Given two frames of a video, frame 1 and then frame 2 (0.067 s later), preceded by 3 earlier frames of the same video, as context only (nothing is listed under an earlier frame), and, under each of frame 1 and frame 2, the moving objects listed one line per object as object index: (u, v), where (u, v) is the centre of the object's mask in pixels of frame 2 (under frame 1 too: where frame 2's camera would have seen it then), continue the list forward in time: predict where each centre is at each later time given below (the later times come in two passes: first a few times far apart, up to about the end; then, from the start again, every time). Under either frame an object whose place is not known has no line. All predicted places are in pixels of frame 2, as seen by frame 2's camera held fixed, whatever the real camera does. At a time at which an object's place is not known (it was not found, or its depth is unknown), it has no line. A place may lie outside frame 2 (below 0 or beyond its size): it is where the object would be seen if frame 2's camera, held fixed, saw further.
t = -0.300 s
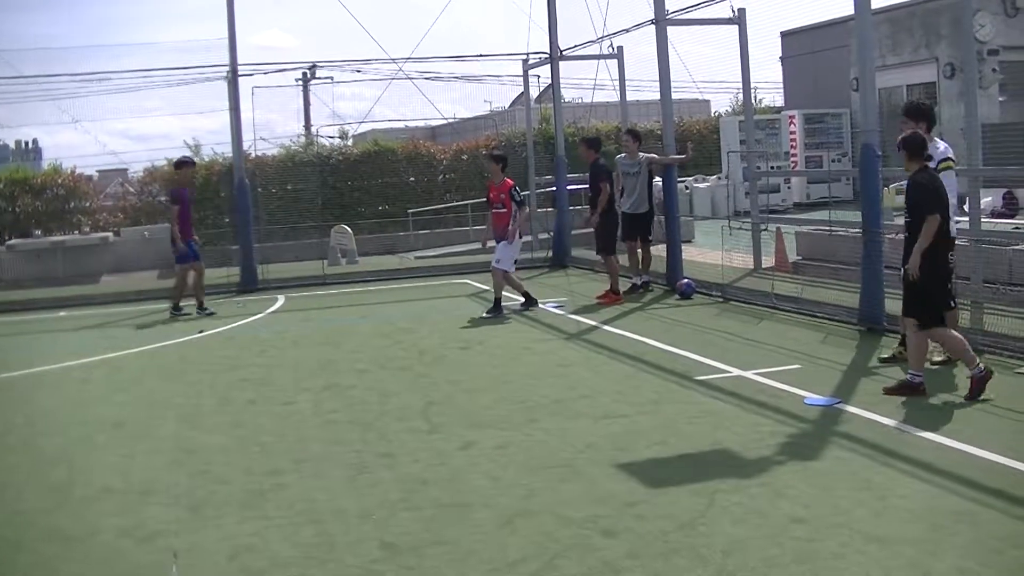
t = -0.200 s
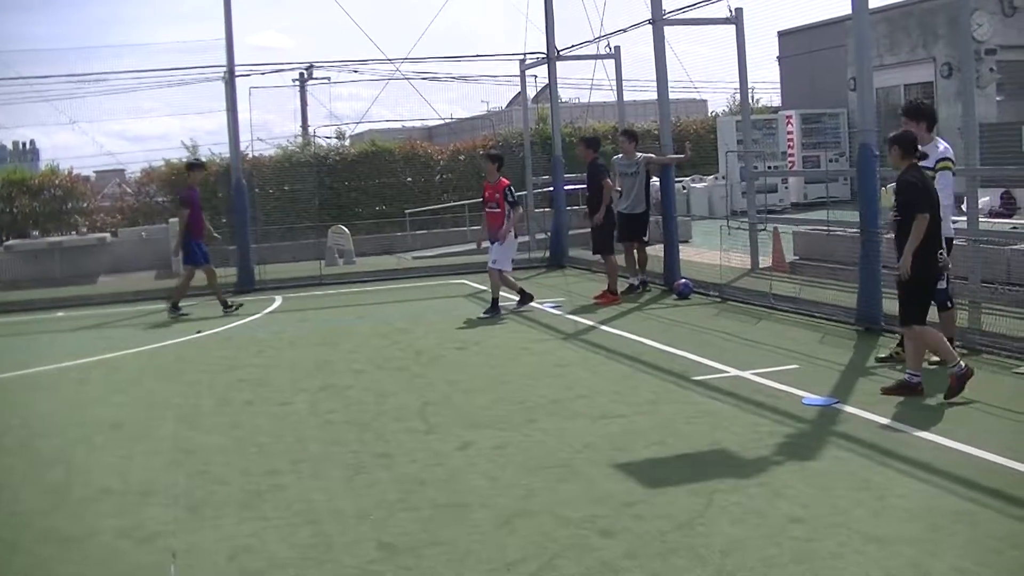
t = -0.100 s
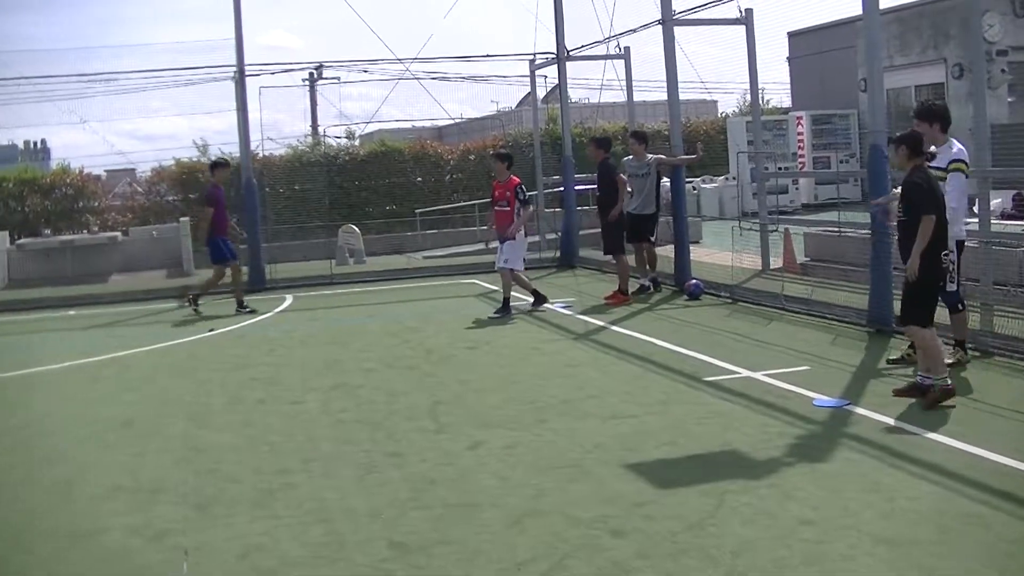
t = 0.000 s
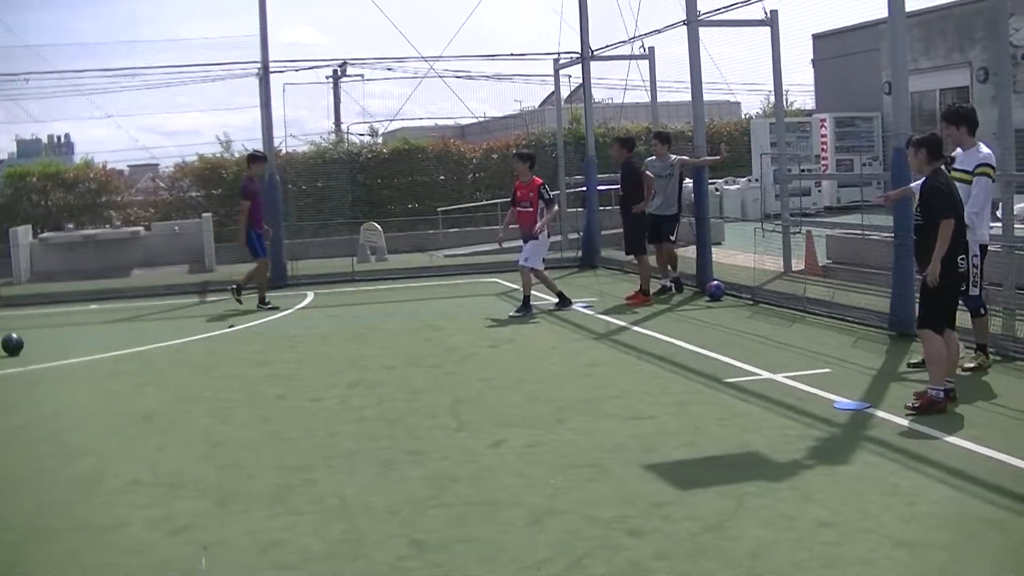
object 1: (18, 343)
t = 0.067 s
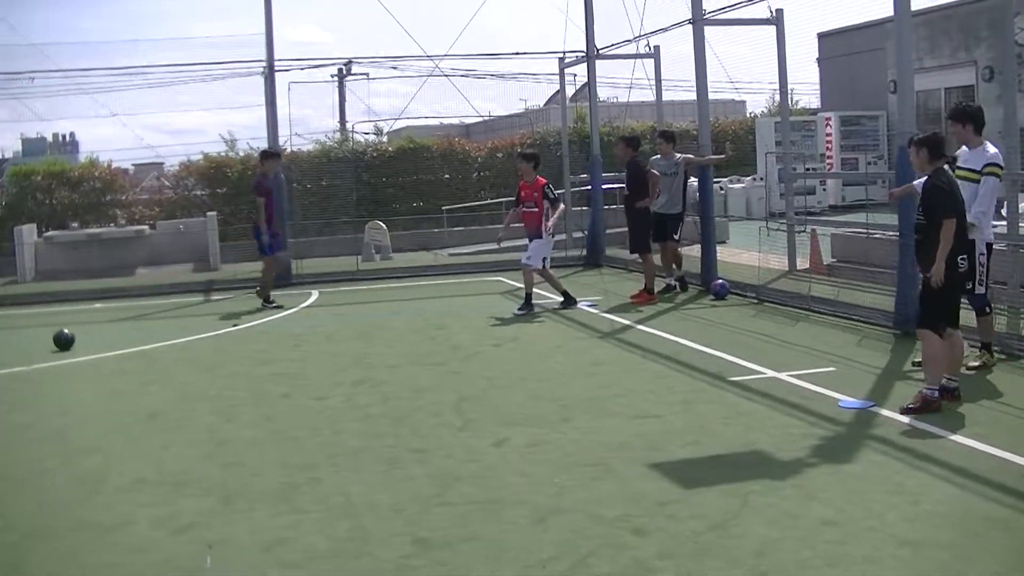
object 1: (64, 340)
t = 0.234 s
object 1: (176, 331)
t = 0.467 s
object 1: (324, 320)
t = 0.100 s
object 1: (86, 337)
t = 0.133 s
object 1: (110, 335)
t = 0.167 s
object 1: (131, 334)
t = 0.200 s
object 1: (154, 333)
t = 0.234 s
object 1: (176, 331)
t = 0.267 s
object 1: (198, 329)
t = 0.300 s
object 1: (219, 327)
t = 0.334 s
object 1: (240, 326)
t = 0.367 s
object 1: (261, 324)
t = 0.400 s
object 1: (282, 322)
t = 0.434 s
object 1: (303, 321)
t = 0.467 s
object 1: (324, 320)
